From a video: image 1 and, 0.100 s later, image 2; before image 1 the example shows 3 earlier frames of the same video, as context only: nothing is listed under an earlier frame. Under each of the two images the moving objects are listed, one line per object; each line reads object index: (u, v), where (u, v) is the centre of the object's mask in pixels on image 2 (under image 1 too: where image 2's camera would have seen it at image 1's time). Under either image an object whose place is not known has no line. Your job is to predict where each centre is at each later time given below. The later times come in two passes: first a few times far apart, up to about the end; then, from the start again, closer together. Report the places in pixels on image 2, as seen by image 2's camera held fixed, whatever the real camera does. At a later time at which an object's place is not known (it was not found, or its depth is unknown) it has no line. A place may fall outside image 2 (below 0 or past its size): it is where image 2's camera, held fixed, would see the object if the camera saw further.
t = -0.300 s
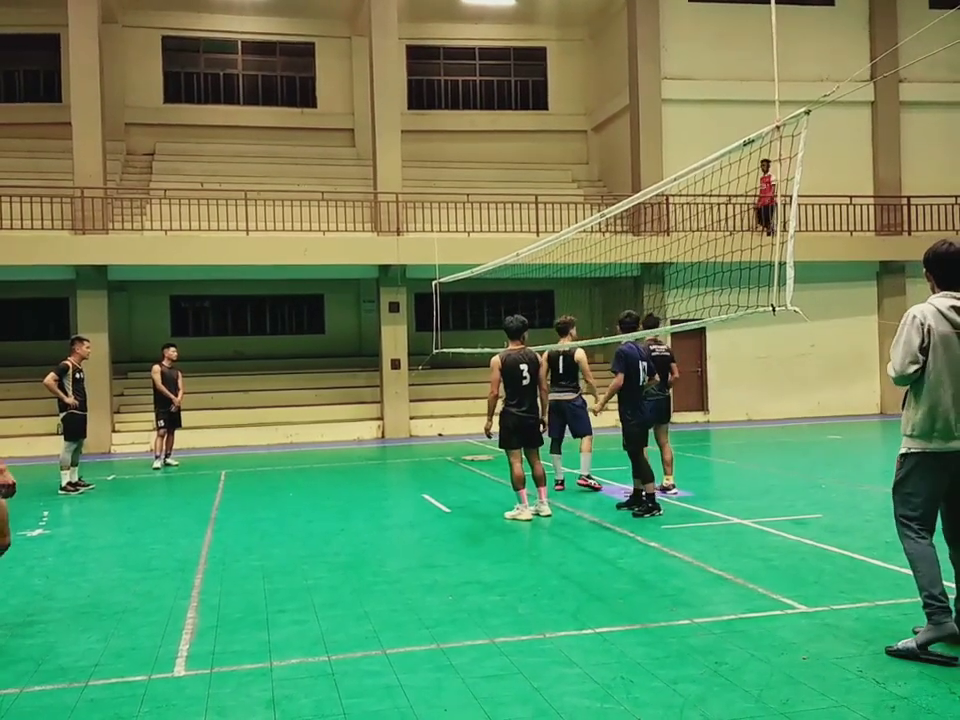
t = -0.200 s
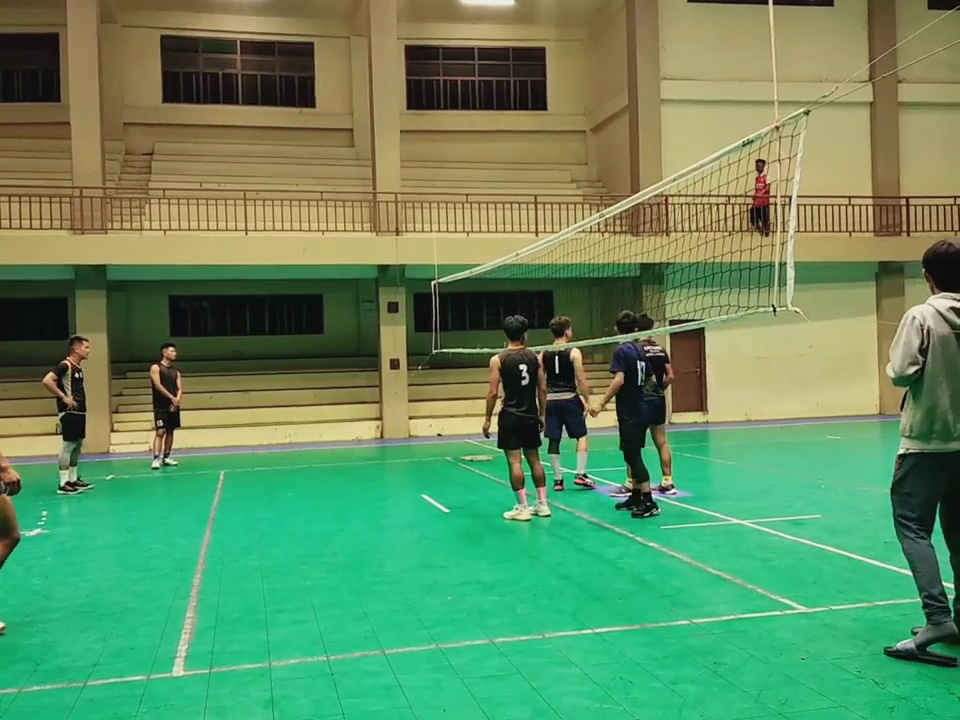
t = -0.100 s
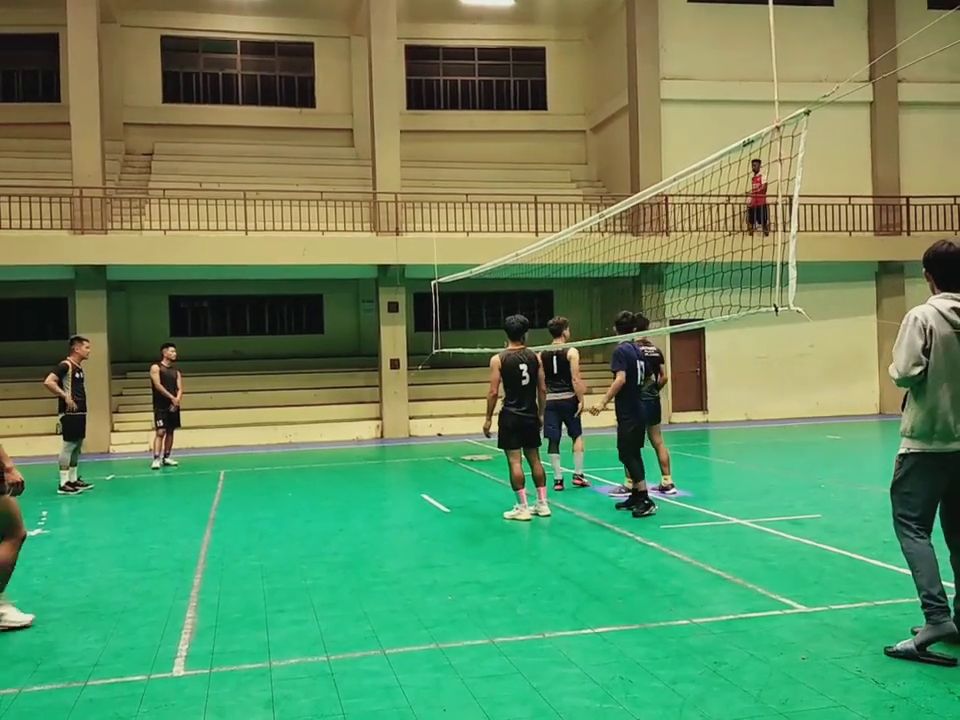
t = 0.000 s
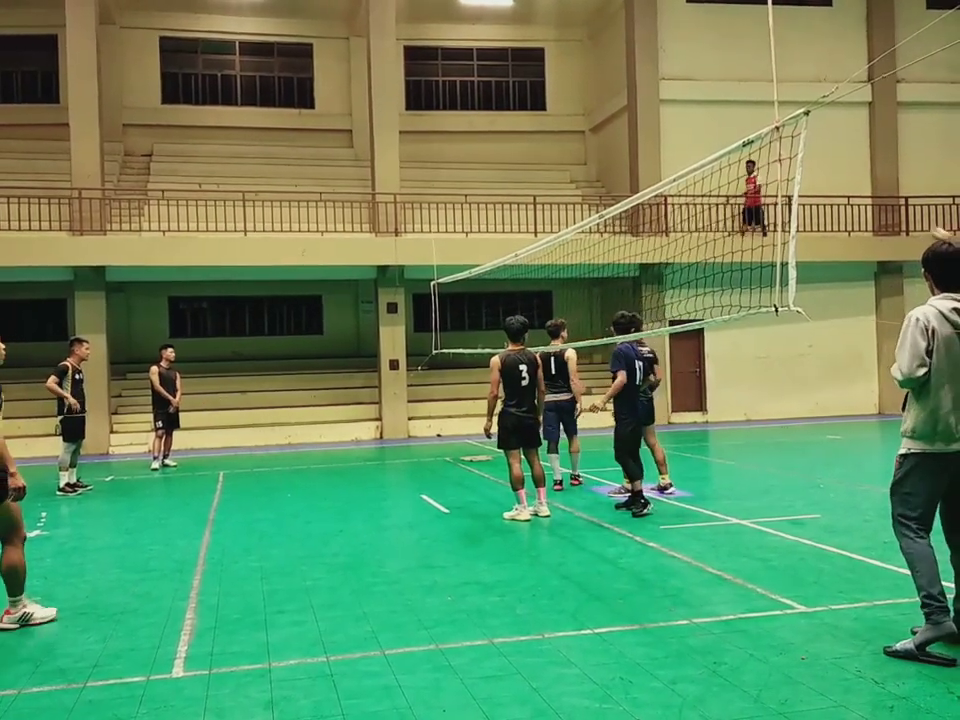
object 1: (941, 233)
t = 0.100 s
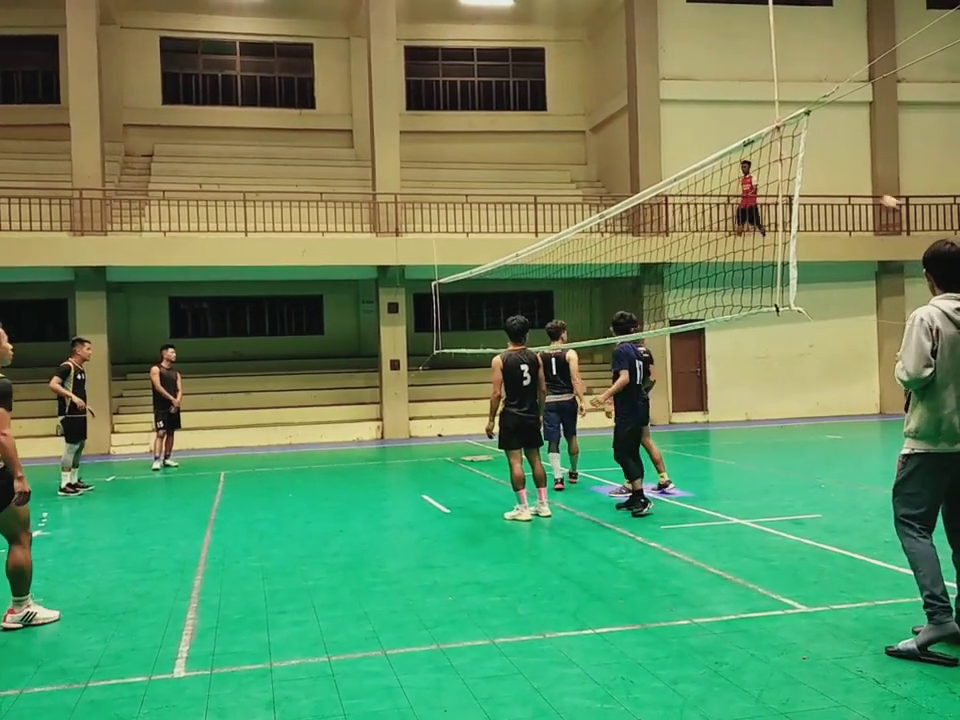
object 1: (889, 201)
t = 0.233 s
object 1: (819, 169)
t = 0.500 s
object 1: (651, 142)
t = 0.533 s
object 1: (605, 145)
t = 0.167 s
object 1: (854, 185)
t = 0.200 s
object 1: (836, 176)
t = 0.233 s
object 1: (819, 169)
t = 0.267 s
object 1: (798, 162)
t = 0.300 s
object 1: (778, 154)
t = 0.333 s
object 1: (759, 152)
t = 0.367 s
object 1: (732, 142)
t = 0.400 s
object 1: (715, 144)
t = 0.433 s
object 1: (696, 143)
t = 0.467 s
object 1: (673, 142)
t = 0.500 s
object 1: (651, 142)
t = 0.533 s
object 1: (605, 145)
